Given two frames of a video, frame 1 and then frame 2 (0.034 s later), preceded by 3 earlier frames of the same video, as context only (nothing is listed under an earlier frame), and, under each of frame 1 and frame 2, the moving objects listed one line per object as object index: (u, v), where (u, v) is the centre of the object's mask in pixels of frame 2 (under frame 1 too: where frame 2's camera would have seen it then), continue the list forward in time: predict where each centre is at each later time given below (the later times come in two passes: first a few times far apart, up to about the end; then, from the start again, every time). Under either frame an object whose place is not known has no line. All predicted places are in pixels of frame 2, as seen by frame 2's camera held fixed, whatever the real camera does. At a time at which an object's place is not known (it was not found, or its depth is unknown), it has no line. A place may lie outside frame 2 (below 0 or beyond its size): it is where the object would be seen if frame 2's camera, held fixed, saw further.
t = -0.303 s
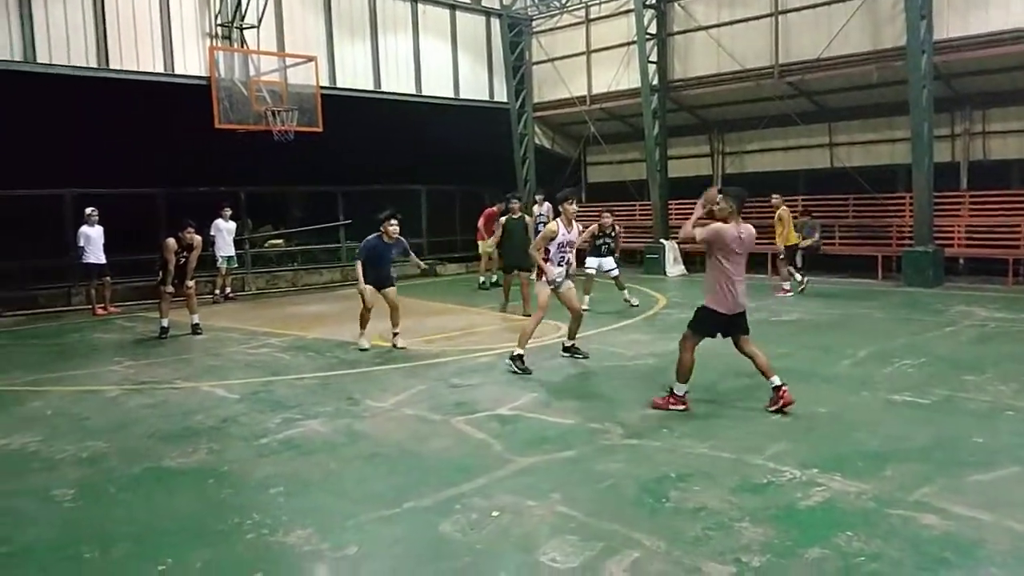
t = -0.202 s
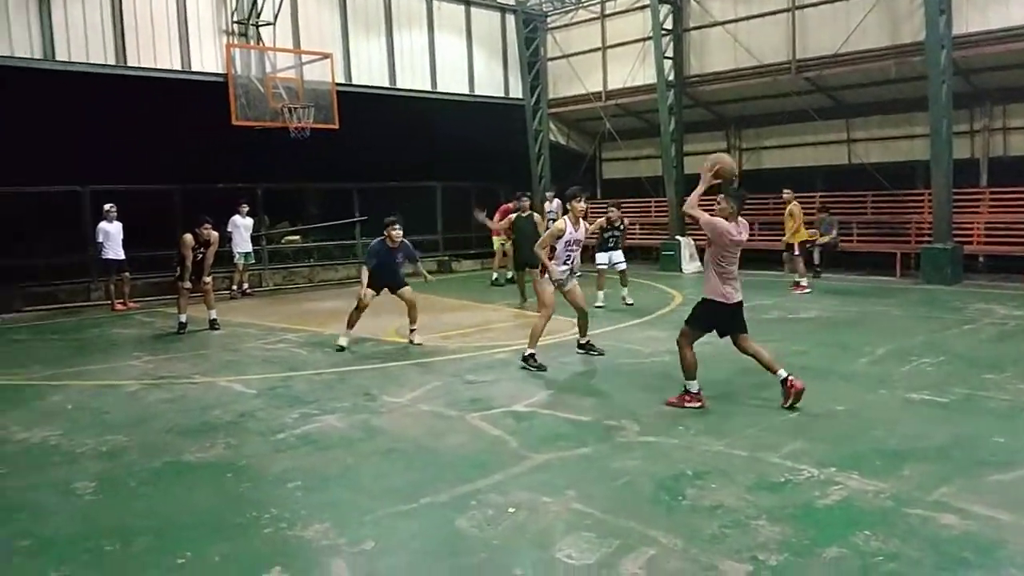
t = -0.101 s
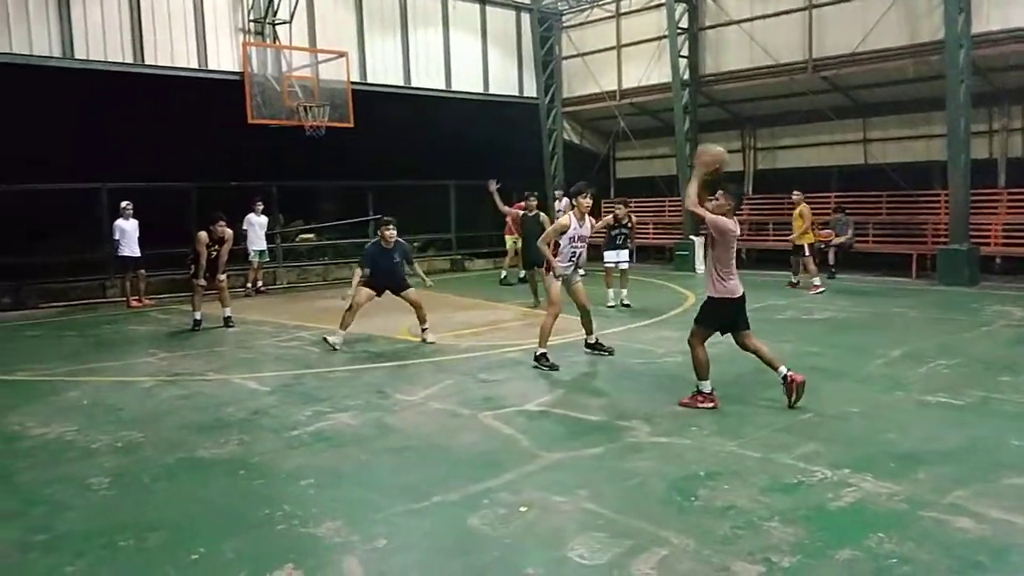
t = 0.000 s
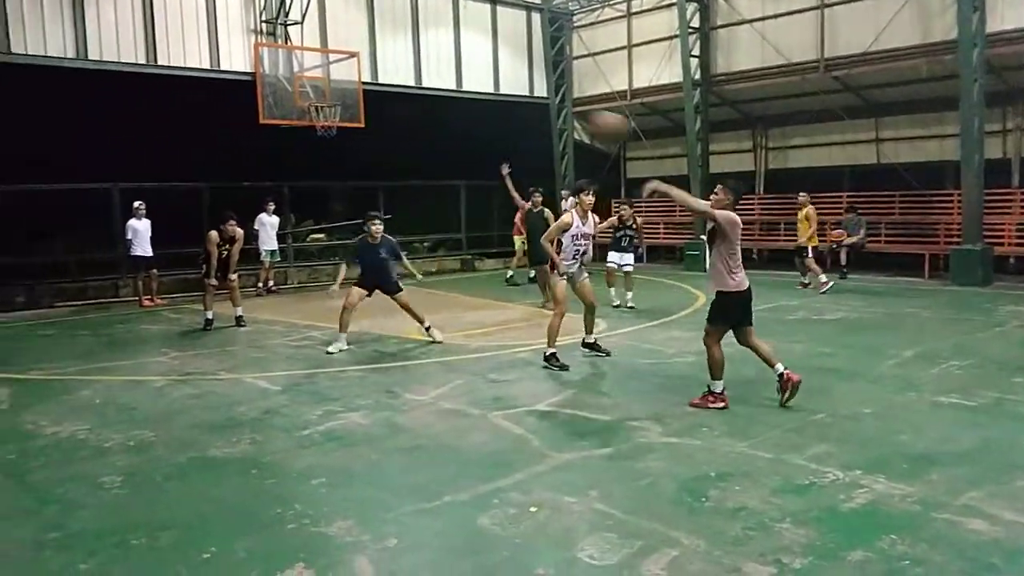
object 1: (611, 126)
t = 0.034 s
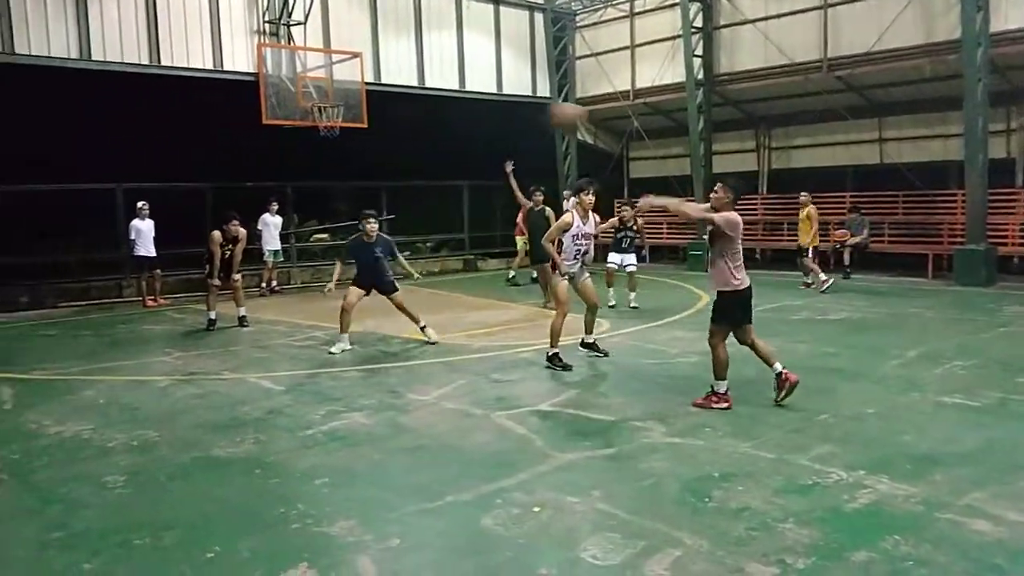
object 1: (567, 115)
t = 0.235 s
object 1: (319, 95)
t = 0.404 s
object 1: (133, 117)
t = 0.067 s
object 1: (524, 110)
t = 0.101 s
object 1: (483, 106)
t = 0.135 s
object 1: (440, 100)
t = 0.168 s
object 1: (400, 97)
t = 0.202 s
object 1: (360, 92)
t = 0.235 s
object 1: (319, 95)
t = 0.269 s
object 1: (282, 94)
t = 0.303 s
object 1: (242, 97)
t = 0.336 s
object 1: (204, 102)
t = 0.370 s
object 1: (169, 109)
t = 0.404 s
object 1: (133, 117)
